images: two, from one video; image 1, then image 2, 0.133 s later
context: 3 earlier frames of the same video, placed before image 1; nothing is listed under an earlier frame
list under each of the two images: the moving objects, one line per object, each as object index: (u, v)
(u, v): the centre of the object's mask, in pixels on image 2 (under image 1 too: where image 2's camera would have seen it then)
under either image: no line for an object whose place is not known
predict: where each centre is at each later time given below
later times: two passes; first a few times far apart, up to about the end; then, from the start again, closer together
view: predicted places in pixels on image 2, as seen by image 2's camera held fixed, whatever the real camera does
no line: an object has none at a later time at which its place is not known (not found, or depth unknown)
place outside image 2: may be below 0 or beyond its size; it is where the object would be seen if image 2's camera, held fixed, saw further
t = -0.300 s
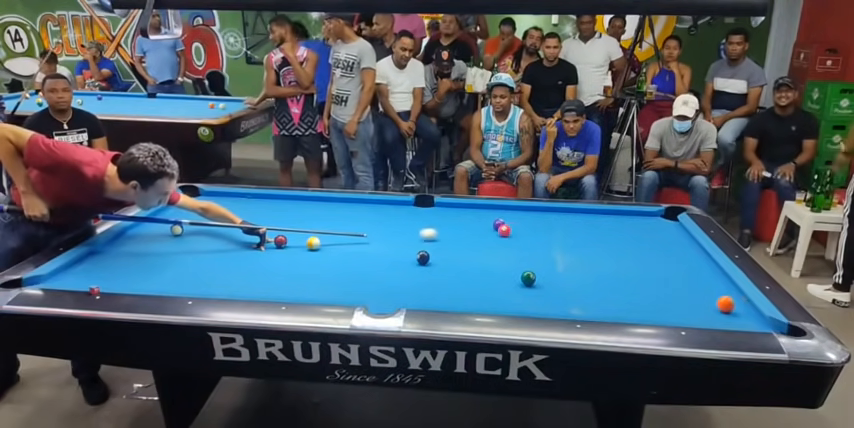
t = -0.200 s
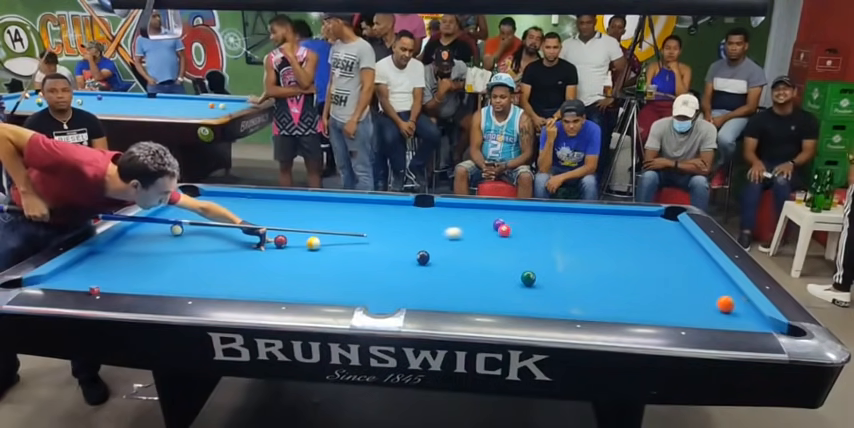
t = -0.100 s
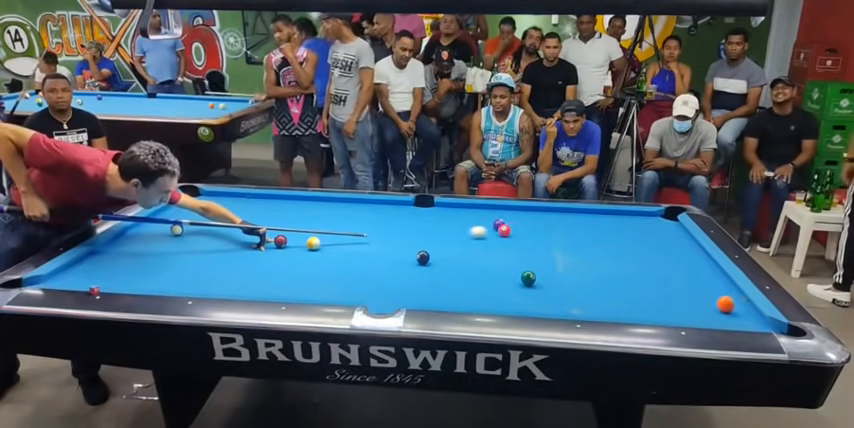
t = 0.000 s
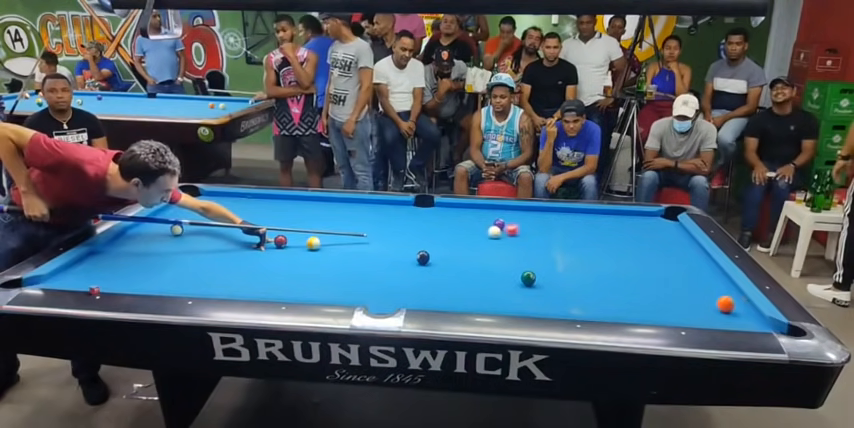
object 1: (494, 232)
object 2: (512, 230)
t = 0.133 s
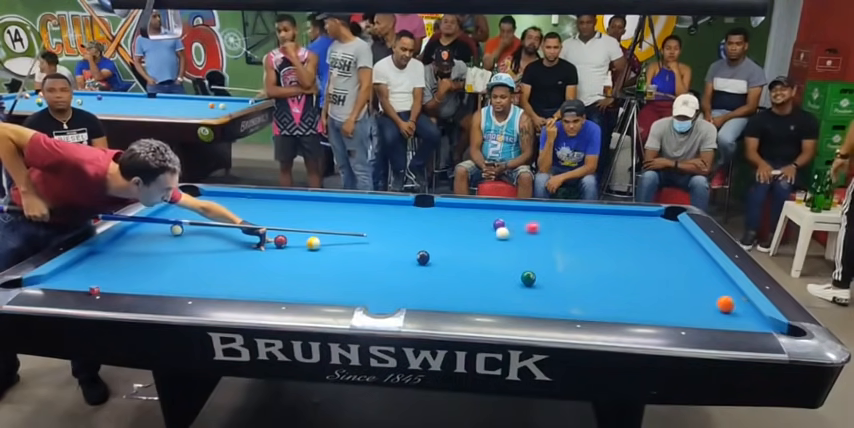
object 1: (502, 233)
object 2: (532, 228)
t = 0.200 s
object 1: (507, 234)
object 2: (541, 227)
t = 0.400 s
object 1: (519, 236)
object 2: (566, 224)
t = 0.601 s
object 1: (532, 237)
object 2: (589, 221)
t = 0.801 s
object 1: (543, 239)
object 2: (612, 219)
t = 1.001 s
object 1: (554, 240)
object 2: (633, 217)
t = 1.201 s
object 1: (564, 241)
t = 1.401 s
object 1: (574, 243)
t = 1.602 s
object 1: (583, 244)
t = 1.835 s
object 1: (592, 245)
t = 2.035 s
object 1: (599, 246)
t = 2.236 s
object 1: (605, 247)
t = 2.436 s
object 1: (610, 247)
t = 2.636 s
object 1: (615, 248)
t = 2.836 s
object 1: (618, 249)
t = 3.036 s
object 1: (621, 249)
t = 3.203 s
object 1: (622, 249)
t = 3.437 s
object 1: (623, 250)
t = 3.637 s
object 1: (623, 250)
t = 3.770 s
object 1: (623, 250)
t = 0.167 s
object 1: (504, 234)
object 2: (537, 227)
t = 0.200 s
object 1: (507, 234)
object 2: (541, 227)
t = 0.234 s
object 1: (509, 234)
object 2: (545, 227)
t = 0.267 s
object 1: (511, 235)
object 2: (550, 226)
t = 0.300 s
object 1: (513, 235)
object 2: (554, 225)
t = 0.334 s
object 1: (515, 235)
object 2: (558, 225)
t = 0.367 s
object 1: (517, 235)
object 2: (562, 224)
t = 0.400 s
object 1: (519, 236)
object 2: (566, 224)
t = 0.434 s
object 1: (522, 236)
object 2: (570, 223)
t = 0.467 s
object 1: (524, 236)
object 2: (574, 223)
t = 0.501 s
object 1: (526, 236)
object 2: (578, 223)
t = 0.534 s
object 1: (528, 237)
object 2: (582, 222)
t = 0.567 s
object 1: (530, 237)
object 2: (586, 222)
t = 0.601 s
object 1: (532, 237)
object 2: (589, 221)
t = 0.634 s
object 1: (534, 237)
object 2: (594, 221)
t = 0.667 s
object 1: (536, 238)
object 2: (597, 221)
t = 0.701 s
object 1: (538, 238)
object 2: (601, 220)
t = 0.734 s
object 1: (540, 238)
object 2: (605, 220)
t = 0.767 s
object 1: (542, 238)
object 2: (608, 219)
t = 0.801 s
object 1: (543, 239)
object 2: (612, 219)
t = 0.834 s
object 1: (545, 239)
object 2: (615, 218)
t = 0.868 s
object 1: (547, 239)
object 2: (619, 218)
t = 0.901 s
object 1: (549, 239)
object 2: (623, 218)
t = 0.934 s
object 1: (551, 239)
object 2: (626, 217)
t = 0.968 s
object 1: (553, 240)
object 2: (629, 217)
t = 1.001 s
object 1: (554, 240)
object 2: (633, 217)
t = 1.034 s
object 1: (556, 240)
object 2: (636, 216)
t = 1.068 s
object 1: (558, 240)
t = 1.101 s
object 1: (560, 241)
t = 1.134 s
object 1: (561, 241)
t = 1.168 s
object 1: (563, 241)
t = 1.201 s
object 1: (564, 241)
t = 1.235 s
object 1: (566, 242)
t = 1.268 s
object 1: (568, 242)
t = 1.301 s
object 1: (570, 242)
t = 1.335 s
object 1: (571, 242)
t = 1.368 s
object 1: (573, 243)
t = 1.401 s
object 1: (574, 243)
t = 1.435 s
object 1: (575, 243)
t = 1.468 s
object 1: (577, 243)
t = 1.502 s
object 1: (578, 243)
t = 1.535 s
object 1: (580, 243)
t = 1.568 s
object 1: (581, 243)
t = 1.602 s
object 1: (583, 244)
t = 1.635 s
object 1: (584, 244)
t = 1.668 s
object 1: (585, 244)
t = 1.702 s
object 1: (587, 244)
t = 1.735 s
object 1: (588, 244)
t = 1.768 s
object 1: (589, 245)
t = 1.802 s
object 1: (591, 245)
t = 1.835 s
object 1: (592, 245)
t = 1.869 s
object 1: (593, 245)
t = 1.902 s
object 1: (594, 245)
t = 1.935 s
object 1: (595, 246)
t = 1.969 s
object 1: (596, 246)
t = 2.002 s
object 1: (598, 246)
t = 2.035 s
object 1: (599, 246)
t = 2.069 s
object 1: (600, 246)
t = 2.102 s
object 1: (601, 246)
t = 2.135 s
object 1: (602, 246)
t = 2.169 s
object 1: (603, 247)
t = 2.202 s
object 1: (604, 247)
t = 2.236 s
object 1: (605, 247)
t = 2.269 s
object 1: (606, 247)
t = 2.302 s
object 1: (607, 247)
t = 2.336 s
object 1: (608, 247)
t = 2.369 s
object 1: (608, 247)
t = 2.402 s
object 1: (609, 247)
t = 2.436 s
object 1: (610, 247)
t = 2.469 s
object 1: (611, 248)
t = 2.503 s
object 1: (612, 248)
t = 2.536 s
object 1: (612, 248)
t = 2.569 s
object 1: (613, 248)
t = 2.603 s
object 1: (614, 248)
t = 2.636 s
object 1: (615, 248)
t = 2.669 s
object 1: (615, 248)
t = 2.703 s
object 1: (616, 248)
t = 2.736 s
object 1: (616, 249)
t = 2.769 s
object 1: (617, 249)
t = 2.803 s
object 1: (617, 249)
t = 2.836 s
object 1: (618, 249)
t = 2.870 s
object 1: (619, 249)
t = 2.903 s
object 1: (619, 249)
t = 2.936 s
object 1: (619, 249)
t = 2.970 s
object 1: (620, 249)
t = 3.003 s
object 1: (620, 249)
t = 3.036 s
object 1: (621, 249)
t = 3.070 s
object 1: (621, 249)
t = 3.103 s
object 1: (621, 249)
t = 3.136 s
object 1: (622, 249)
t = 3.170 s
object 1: (622, 249)
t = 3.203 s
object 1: (622, 249)
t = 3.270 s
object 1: (623, 249)
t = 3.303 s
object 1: (623, 250)
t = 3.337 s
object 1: (623, 249)
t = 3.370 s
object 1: (623, 249)
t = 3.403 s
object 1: (623, 250)
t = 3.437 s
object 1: (623, 250)
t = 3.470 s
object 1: (623, 250)
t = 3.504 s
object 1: (623, 250)
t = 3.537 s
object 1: (623, 250)
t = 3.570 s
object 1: (623, 250)
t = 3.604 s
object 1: (624, 250)
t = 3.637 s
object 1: (623, 250)
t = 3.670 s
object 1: (623, 250)
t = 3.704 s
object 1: (623, 250)
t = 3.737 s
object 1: (623, 250)
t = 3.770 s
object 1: (623, 250)
